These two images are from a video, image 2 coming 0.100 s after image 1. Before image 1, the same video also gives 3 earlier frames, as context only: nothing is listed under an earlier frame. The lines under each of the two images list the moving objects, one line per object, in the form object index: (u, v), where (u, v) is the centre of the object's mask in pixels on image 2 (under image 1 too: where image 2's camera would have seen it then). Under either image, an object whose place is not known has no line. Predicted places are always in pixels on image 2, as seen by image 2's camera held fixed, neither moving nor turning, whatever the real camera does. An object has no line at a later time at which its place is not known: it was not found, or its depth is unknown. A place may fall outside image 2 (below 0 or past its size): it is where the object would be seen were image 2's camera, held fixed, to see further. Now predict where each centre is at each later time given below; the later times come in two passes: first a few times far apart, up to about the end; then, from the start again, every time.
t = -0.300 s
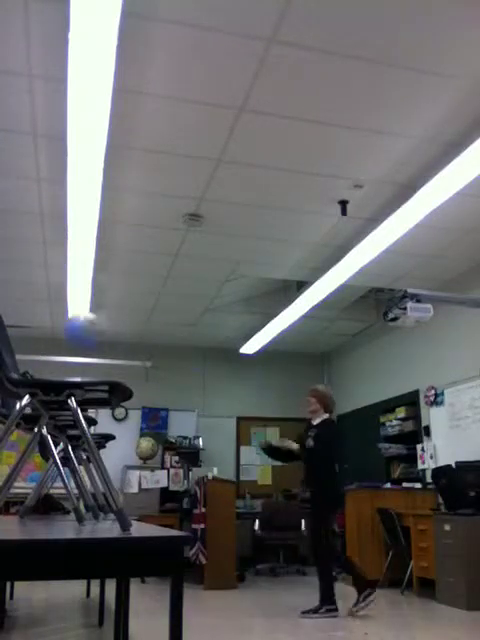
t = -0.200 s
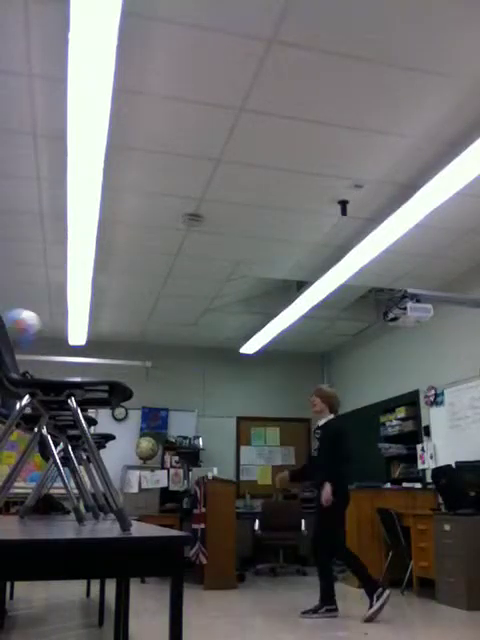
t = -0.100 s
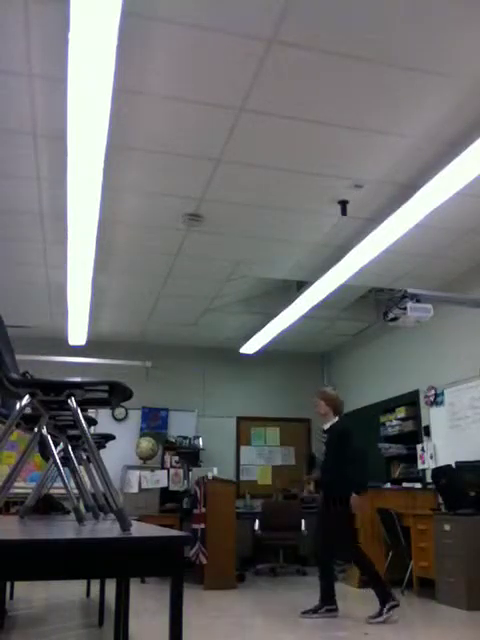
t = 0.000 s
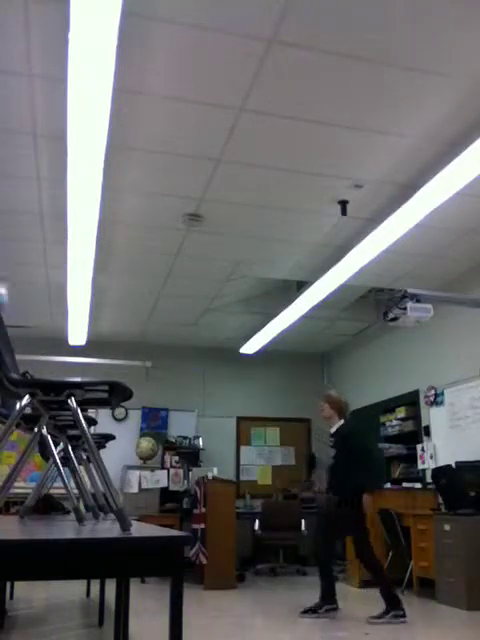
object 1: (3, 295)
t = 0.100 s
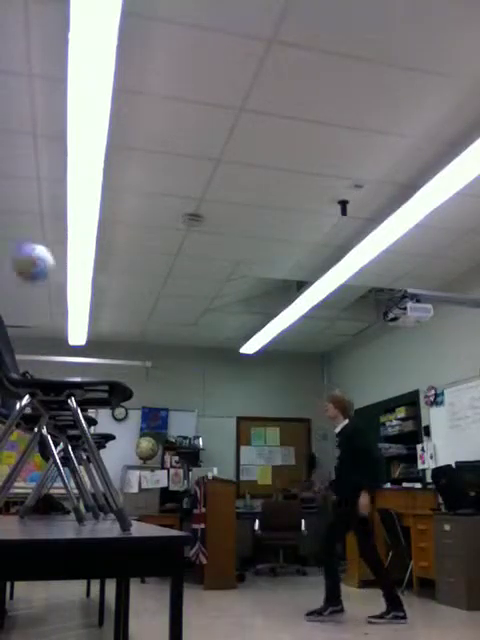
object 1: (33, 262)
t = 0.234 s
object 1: (86, 233)
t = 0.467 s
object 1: (173, 223)
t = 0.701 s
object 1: (251, 268)
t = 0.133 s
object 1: (48, 253)
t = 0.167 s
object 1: (60, 246)
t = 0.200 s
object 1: (74, 240)
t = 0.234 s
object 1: (86, 233)
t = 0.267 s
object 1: (99, 227)
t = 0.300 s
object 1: (112, 224)
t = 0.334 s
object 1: (124, 222)
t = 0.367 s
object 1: (136, 220)
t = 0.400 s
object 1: (148, 220)
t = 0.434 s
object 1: (160, 222)
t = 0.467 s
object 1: (173, 223)
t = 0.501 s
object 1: (185, 225)
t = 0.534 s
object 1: (197, 229)
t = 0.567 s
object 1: (207, 235)
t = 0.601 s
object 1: (218, 241)
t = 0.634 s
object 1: (230, 249)
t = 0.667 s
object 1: (241, 258)
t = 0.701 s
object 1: (251, 268)
